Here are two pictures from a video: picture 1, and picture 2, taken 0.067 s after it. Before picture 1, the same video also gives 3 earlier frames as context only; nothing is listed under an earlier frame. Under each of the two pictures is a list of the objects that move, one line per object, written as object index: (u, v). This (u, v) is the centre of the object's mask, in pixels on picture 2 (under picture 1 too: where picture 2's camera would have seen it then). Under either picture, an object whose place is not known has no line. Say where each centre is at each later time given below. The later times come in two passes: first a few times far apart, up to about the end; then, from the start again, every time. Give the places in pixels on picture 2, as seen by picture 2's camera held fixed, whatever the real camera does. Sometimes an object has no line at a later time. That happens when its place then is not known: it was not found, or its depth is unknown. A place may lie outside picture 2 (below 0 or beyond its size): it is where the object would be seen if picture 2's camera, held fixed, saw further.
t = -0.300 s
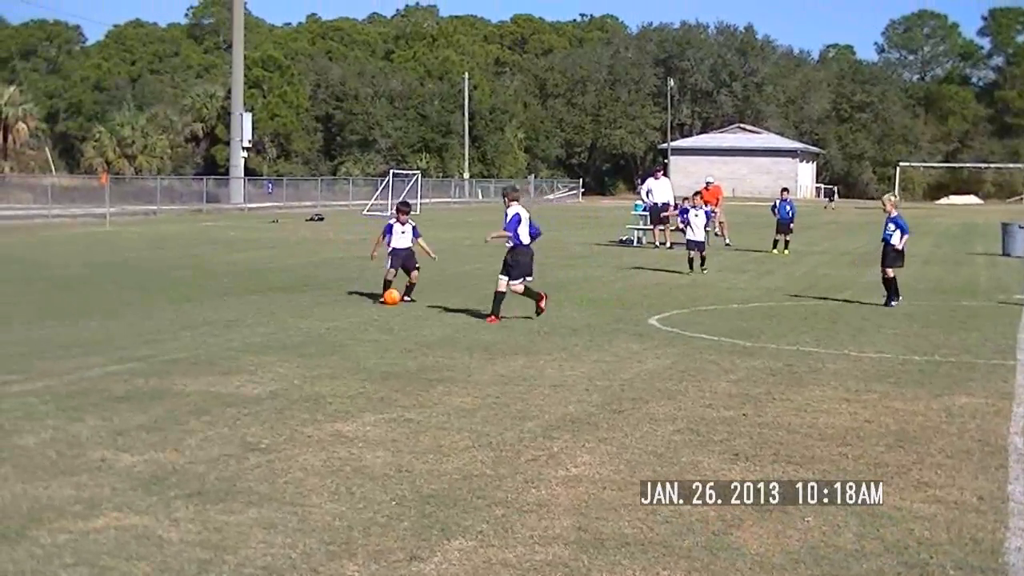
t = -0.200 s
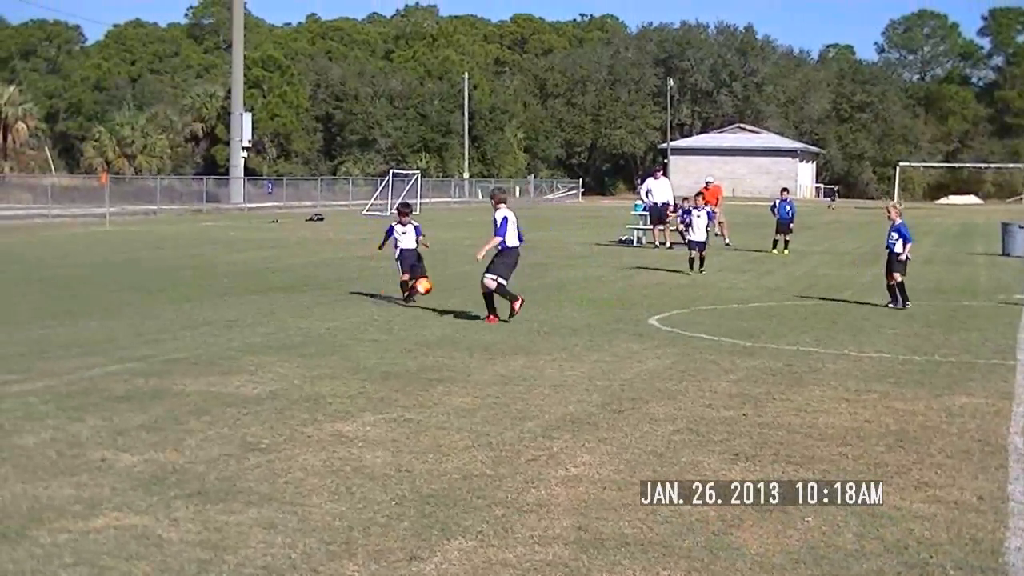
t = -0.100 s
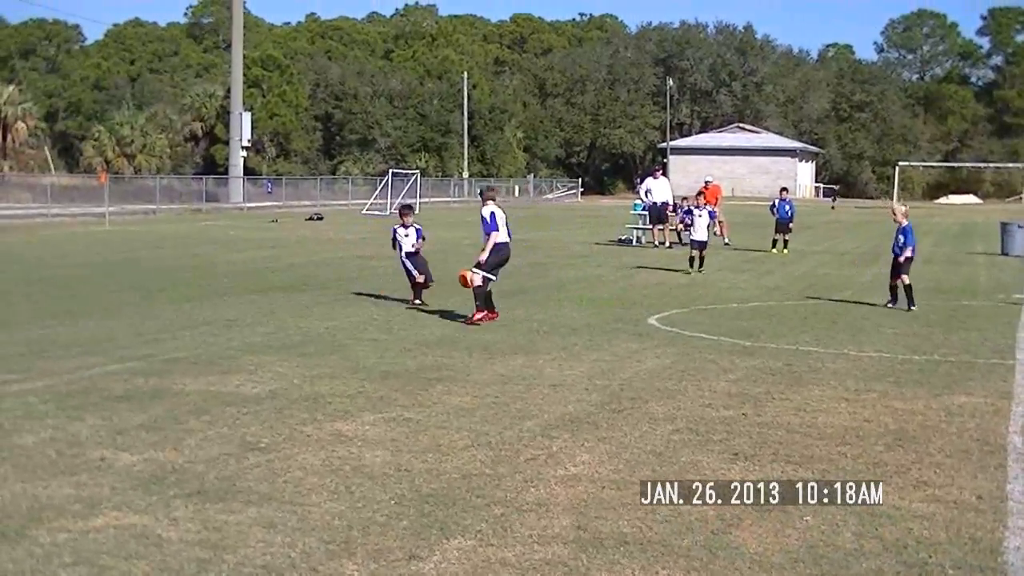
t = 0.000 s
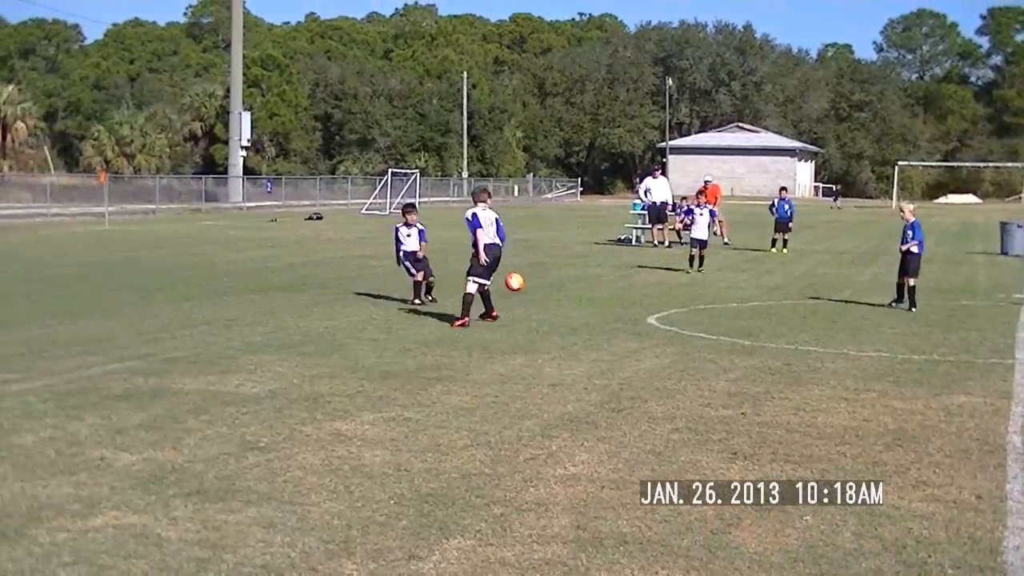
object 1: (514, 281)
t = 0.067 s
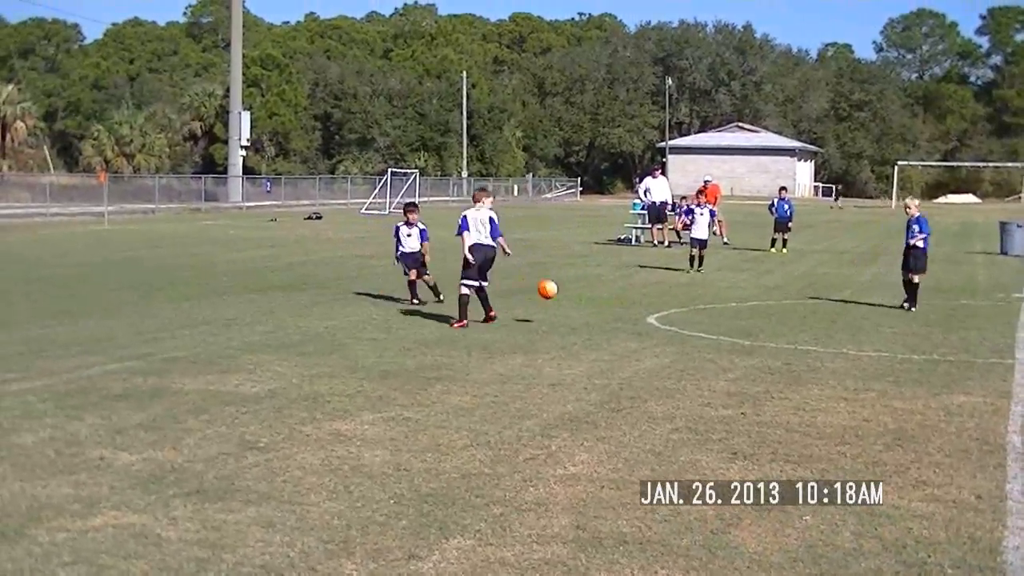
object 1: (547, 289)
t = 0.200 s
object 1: (619, 320)
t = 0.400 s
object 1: (714, 318)
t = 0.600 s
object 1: (815, 341)
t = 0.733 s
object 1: (880, 357)
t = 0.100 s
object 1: (565, 295)
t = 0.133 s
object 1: (582, 302)
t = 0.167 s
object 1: (600, 310)
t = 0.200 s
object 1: (619, 320)
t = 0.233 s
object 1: (638, 330)
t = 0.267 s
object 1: (652, 328)
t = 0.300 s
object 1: (667, 323)
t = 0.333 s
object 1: (682, 320)
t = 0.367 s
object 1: (698, 318)
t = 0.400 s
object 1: (714, 318)
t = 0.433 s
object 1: (729, 318)
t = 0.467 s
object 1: (745, 319)
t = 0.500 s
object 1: (762, 323)
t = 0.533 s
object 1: (780, 327)
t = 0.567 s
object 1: (797, 333)
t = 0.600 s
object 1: (815, 341)
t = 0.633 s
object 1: (833, 350)
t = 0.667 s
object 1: (852, 361)
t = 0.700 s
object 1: (867, 362)
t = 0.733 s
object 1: (880, 357)
